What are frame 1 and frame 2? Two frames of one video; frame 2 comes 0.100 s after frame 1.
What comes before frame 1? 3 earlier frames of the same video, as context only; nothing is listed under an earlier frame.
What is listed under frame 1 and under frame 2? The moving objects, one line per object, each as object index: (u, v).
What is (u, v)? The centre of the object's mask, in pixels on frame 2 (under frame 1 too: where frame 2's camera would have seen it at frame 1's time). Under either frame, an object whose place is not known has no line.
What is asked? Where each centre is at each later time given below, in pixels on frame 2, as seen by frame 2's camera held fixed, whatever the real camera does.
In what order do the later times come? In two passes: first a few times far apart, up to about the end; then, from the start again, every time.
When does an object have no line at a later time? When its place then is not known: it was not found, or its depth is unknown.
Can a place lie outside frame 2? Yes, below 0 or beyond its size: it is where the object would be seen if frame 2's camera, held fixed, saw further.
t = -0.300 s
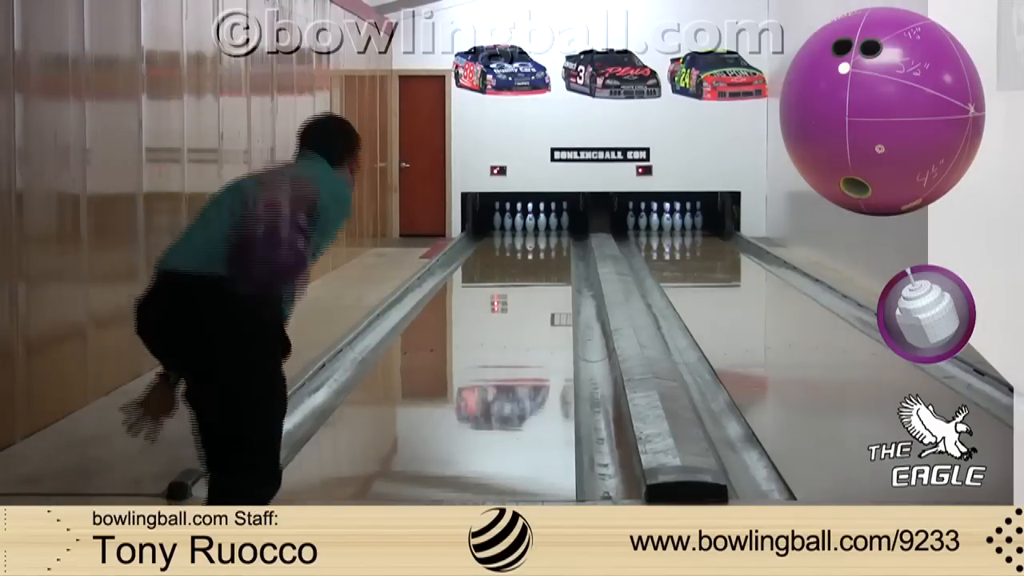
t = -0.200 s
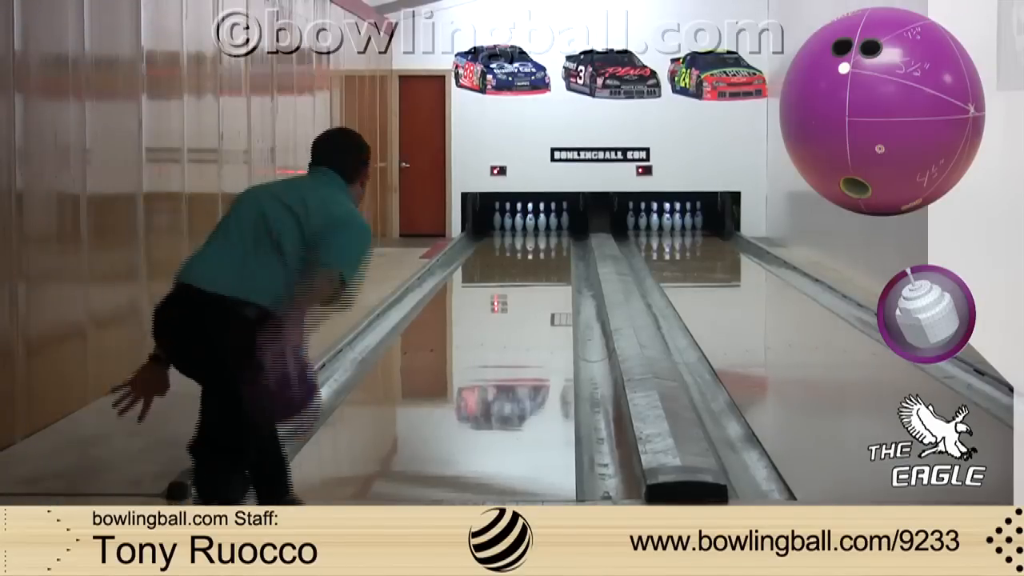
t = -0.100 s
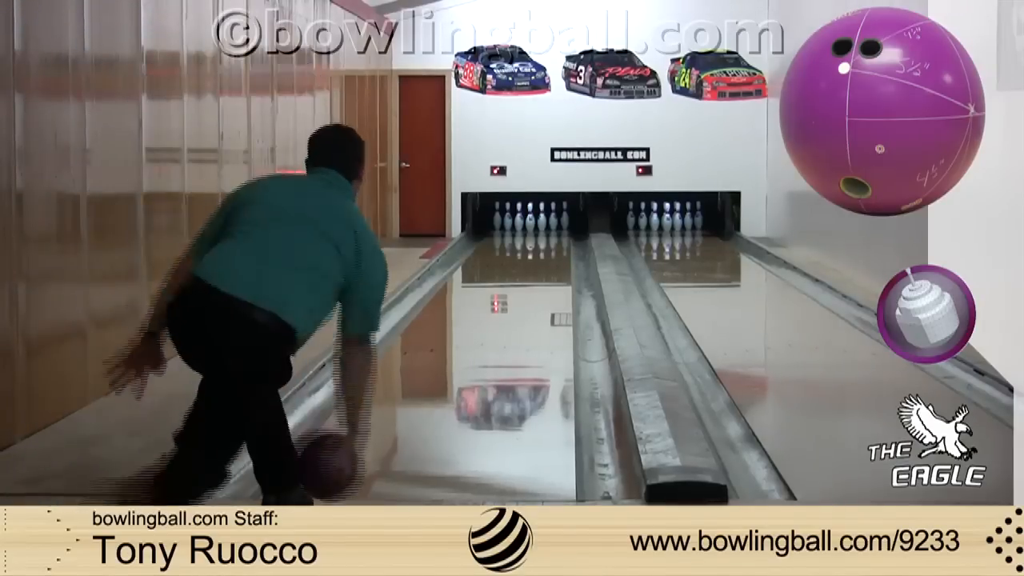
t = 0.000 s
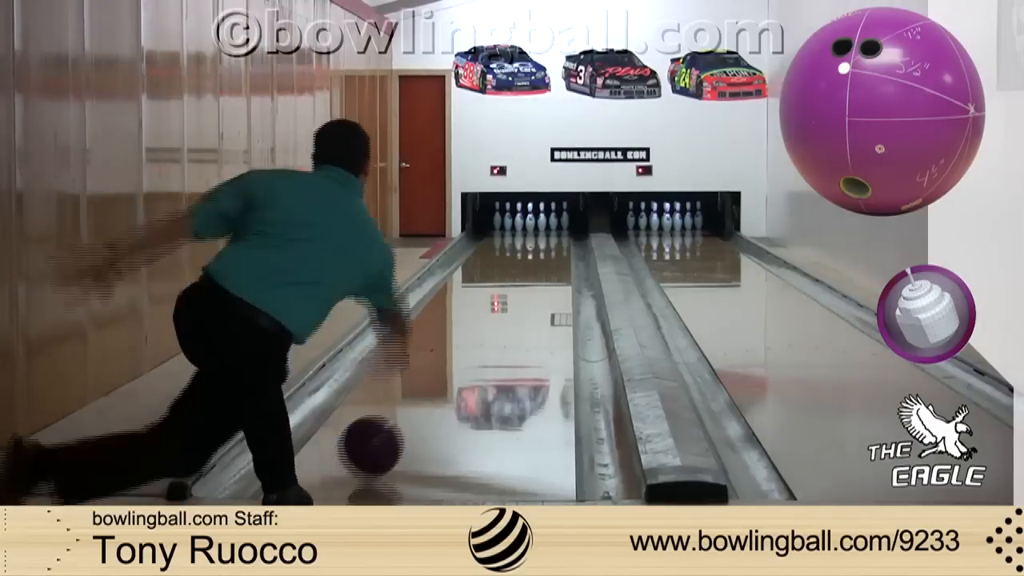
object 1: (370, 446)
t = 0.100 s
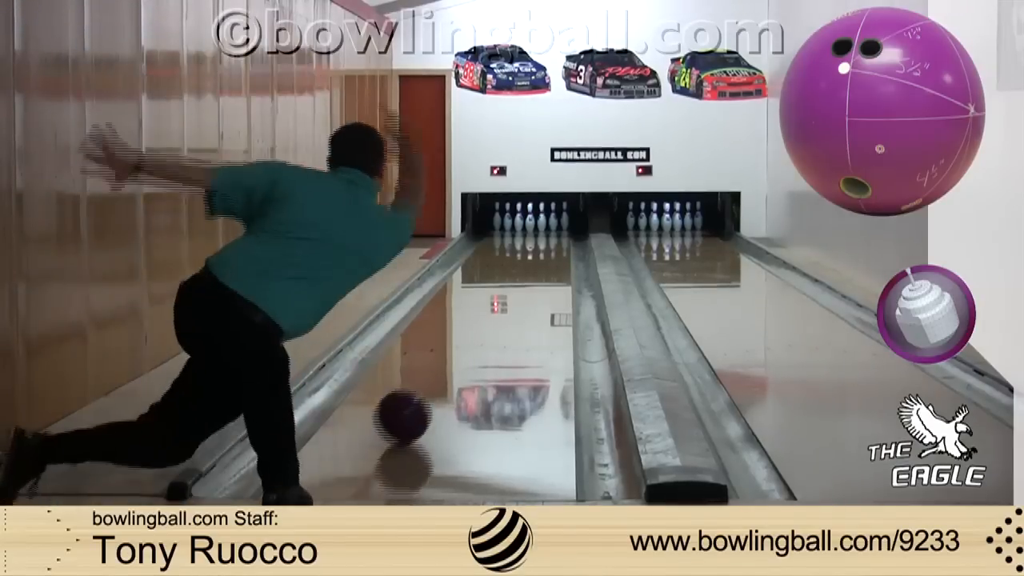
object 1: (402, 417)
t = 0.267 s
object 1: (442, 374)
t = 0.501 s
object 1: (479, 332)
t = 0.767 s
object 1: (506, 300)
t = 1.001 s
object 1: (522, 281)
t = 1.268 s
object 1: (535, 263)
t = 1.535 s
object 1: (544, 250)
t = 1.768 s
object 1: (547, 240)
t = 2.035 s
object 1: (545, 232)
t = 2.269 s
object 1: (537, 227)
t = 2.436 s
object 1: (536, 224)
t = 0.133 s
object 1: (411, 407)
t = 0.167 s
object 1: (420, 397)
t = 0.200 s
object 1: (427, 388)
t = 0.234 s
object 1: (435, 381)
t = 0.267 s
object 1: (442, 374)
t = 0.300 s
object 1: (448, 367)
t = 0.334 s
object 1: (454, 360)
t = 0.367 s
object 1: (460, 354)
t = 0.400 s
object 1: (465, 349)
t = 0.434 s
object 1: (470, 342)
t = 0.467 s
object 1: (474, 337)
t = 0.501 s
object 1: (479, 332)
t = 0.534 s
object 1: (483, 328)
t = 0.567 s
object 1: (487, 323)
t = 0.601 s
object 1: (491, 319)
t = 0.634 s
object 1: (494, 313)
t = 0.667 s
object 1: (498, 309)
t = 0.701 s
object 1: (501, 307)
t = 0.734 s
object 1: (504, 303)
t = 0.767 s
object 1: (506, 300)
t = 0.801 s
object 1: (509, 297)
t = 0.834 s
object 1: (511, 294)
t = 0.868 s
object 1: (514, 291)
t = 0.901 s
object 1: (516, 289)
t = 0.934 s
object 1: (518, 286)
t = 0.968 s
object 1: (521, 283)
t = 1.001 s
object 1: (522, 281)
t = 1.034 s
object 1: (524, 277)
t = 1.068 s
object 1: (526, 276)
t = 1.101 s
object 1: (528, 274)
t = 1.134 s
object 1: (529, 271)
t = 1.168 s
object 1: (532, 269)
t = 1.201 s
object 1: (533, 267)
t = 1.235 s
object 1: (534, 265)
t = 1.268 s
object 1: (535, 263)
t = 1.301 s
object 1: (537, 262)
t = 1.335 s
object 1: (538, 260)
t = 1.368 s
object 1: (539, 259)
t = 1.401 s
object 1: (540, 256)
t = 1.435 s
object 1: (541, 255)
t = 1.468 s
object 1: (542, 253)
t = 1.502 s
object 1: (543, 251)
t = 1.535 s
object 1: (544, 250)
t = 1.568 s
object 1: (545, 248)
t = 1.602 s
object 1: (545, 247)
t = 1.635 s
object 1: (546, 245)
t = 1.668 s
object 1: (546, 244)
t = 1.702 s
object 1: (547, 242)
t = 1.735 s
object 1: (547, 241)
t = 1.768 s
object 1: (547, 240)
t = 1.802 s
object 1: (547, 239)
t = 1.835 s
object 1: (547, 239)
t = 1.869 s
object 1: (547, 238)
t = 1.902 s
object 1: (547, 236)
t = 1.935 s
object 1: (546, 235)
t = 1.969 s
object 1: (546, 234)
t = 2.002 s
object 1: (546, 233)
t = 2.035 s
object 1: (545, 232)
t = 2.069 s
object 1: (544, 231)
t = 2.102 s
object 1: (544, 230)
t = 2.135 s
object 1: (543, 229)
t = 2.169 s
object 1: (542, 229)
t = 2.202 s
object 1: (541, 228)
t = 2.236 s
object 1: (540, 228)
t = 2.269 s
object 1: (537, 227)
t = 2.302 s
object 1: (536, 225)
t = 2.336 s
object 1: (537, 225)
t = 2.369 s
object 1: (536, 225)
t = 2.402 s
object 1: (536, 225)
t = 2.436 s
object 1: (536, 224)
